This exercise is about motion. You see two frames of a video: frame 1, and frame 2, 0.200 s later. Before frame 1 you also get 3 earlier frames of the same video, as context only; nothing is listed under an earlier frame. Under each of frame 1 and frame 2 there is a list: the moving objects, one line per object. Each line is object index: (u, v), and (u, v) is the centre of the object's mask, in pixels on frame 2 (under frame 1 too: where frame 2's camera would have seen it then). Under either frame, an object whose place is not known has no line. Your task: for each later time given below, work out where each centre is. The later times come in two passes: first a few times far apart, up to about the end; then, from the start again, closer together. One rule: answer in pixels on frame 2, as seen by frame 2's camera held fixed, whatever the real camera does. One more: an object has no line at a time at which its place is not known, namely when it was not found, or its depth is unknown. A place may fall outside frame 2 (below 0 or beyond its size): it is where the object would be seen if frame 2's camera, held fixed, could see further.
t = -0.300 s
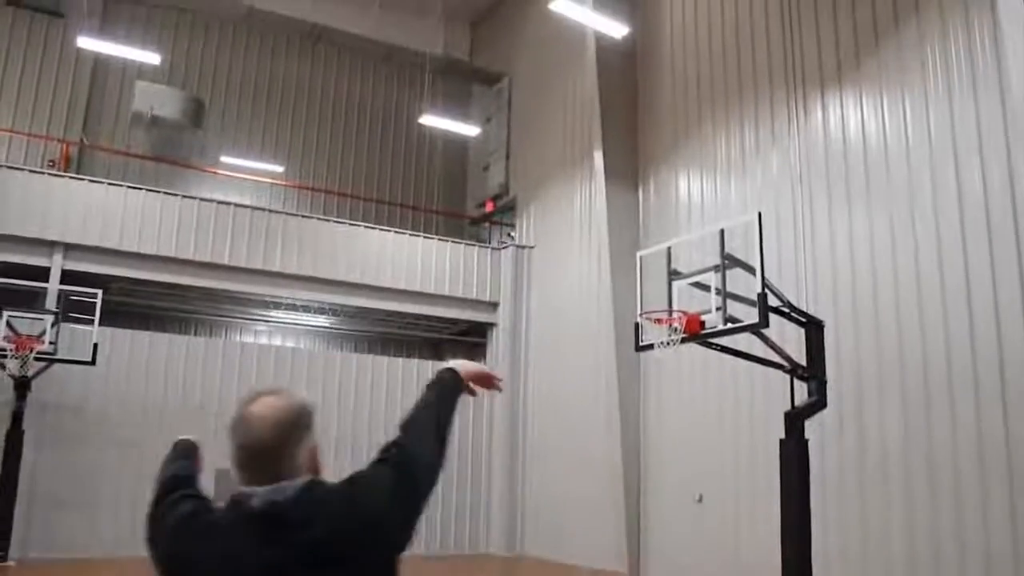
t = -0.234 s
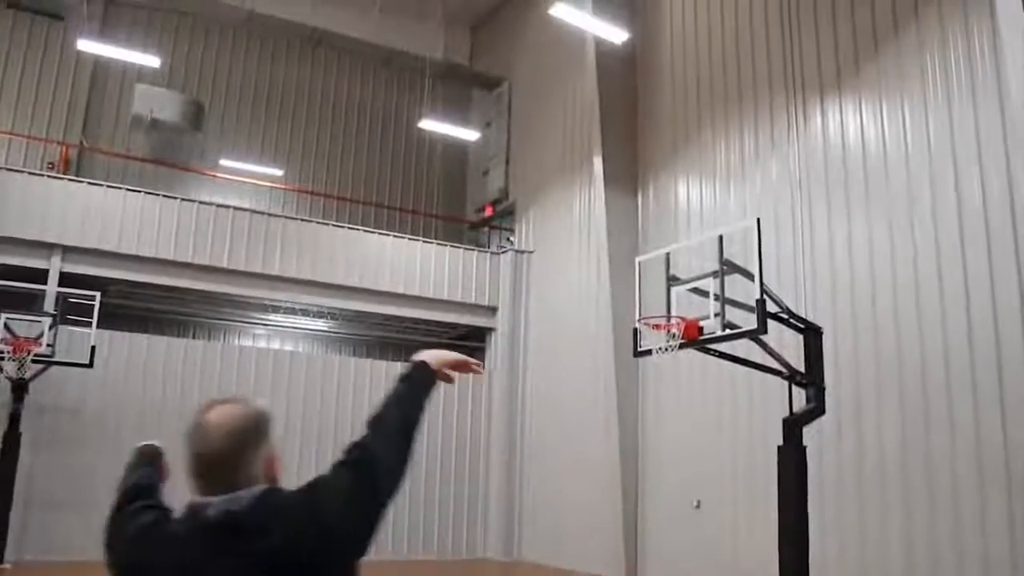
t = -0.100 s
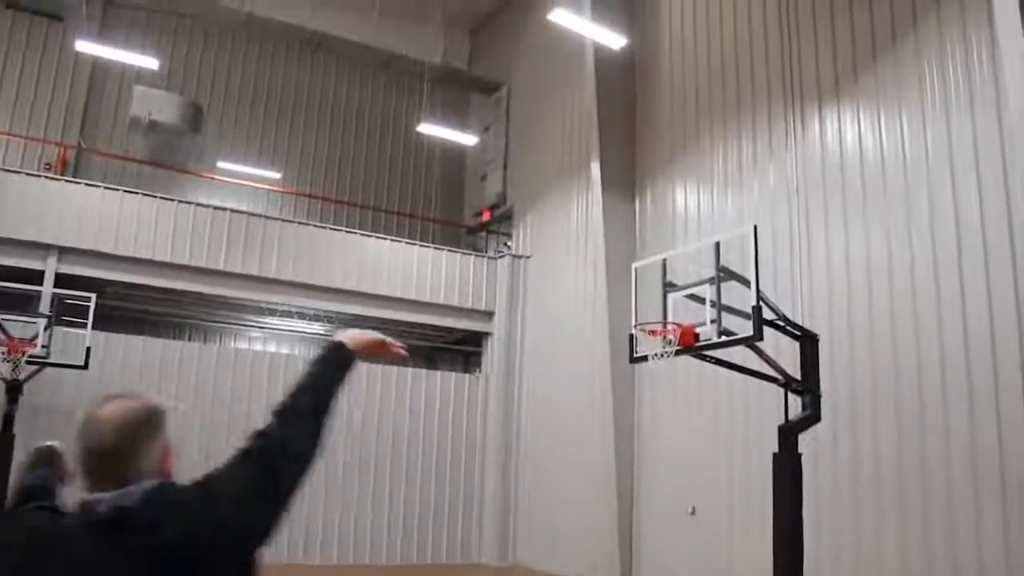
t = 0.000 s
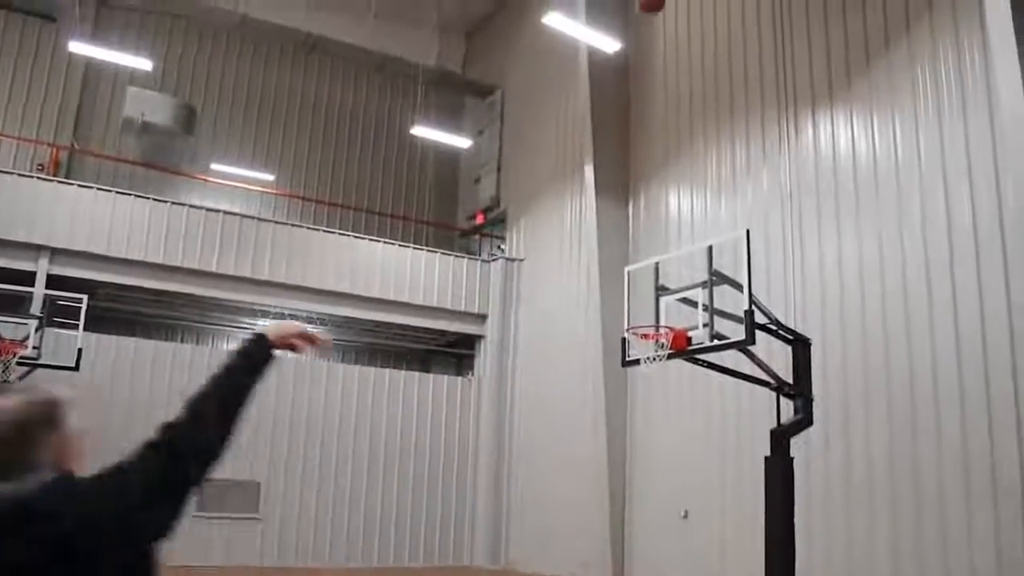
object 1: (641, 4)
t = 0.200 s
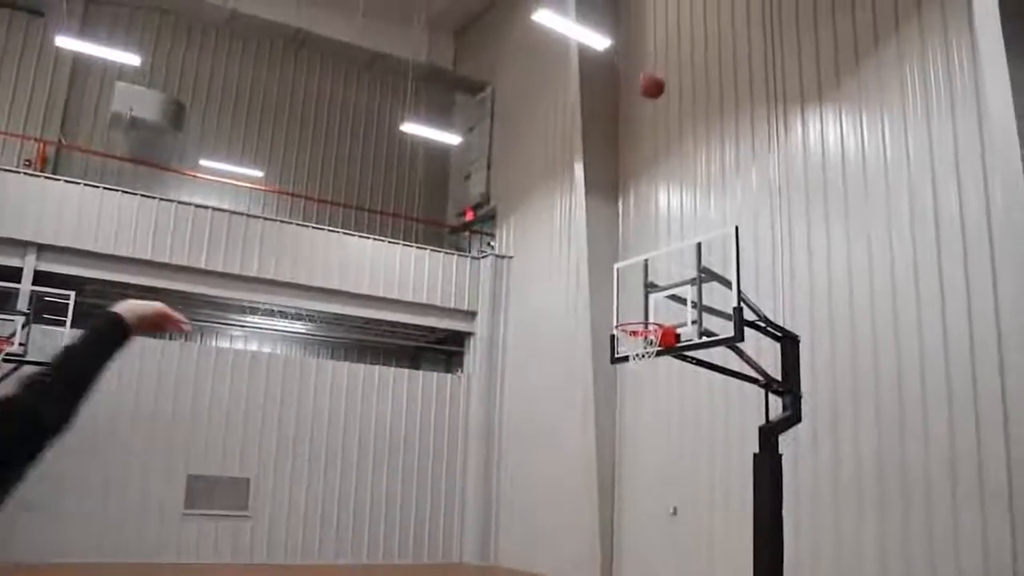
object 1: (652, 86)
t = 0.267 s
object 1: (655, 121)
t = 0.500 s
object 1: (665, 260)
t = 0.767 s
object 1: (606, 275)
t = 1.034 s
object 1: (517, 262)
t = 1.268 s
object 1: (429, 317)
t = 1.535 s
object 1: (315, 468)
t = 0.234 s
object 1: (653, 103)
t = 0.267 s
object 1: (655, 121)
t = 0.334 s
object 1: (659, 157)
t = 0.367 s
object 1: (660, 177)
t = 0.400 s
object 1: (661, 197)
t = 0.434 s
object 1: (663, 217)
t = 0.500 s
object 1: (665, 260)
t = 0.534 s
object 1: (667, 281)
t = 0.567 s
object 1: (668, 305)
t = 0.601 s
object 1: (660, 316)
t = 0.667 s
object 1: (639, 297)
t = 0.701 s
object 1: (629, 288)
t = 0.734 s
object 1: (618, 281)
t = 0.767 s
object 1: (606, 275)
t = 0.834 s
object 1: (585, 264)
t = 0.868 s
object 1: (574, 261)
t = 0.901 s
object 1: (563, 259)
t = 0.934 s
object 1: (552, 258)
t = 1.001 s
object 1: (527, 259)
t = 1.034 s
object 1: (517, 262)
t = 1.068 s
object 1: (505, 266)
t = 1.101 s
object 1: (492, 270)
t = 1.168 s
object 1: (468, 284)
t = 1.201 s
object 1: (454, 293)
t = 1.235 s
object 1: (442, 303)
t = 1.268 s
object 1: (429, 317)
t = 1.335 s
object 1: (400, 339)
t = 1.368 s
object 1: (388, 358)
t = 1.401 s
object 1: (374, 377)
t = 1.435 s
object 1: (359, 398)
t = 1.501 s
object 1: (330, 443)
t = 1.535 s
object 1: (315, 468)
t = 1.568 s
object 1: (299, 495)
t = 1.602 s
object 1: (283, 525)
